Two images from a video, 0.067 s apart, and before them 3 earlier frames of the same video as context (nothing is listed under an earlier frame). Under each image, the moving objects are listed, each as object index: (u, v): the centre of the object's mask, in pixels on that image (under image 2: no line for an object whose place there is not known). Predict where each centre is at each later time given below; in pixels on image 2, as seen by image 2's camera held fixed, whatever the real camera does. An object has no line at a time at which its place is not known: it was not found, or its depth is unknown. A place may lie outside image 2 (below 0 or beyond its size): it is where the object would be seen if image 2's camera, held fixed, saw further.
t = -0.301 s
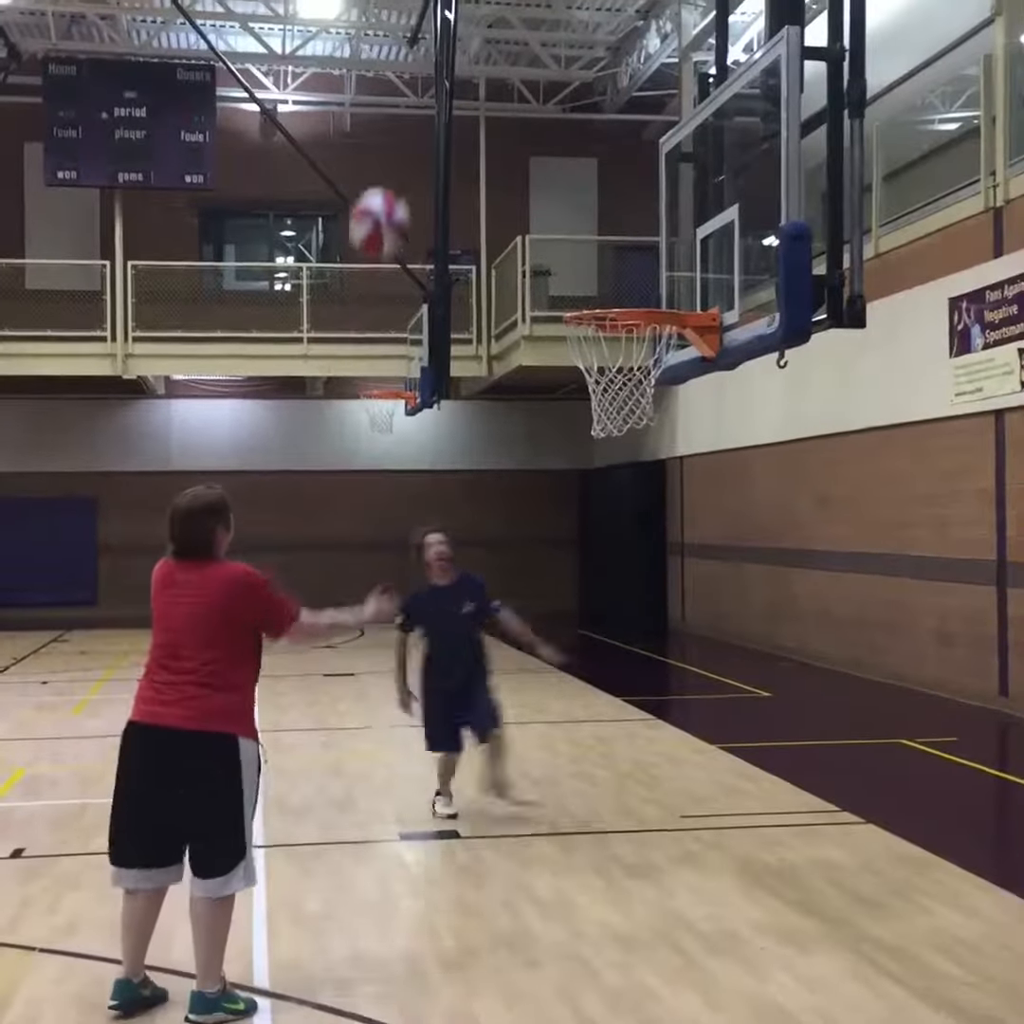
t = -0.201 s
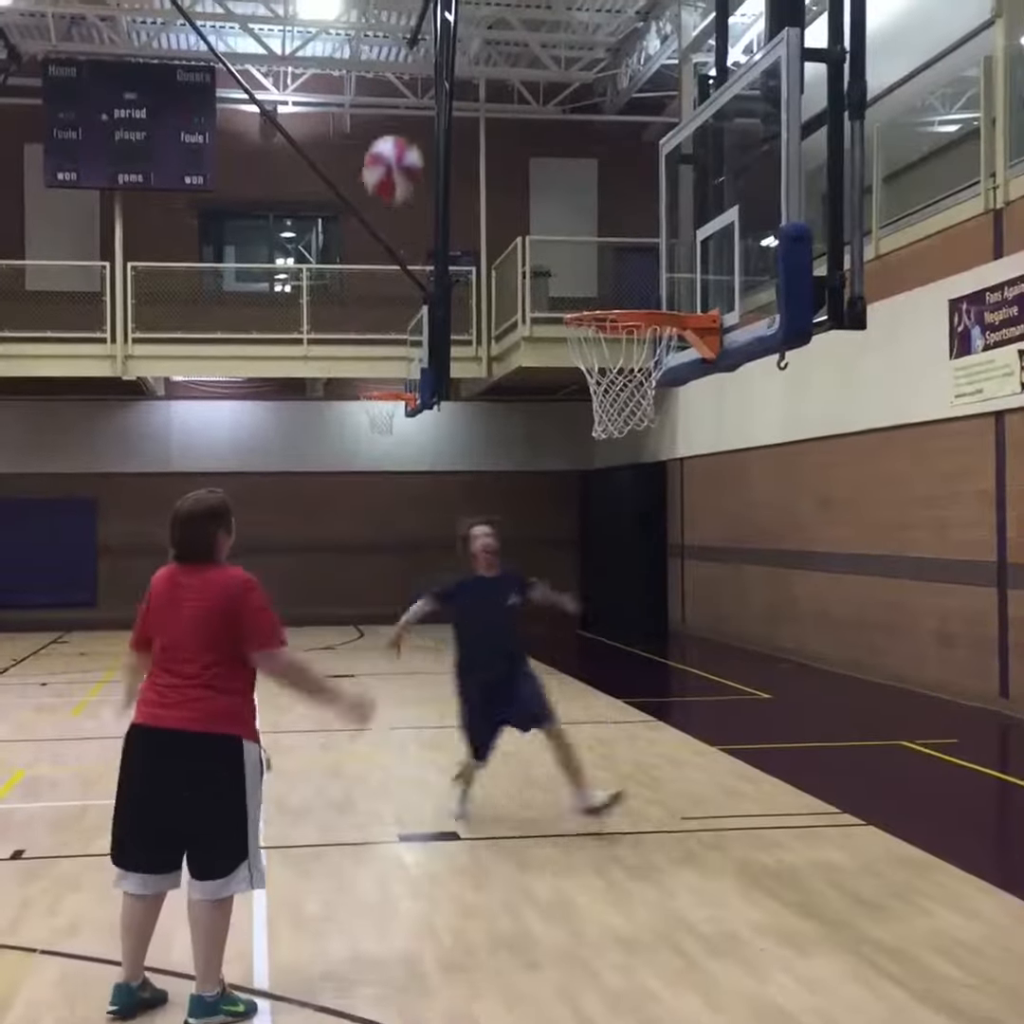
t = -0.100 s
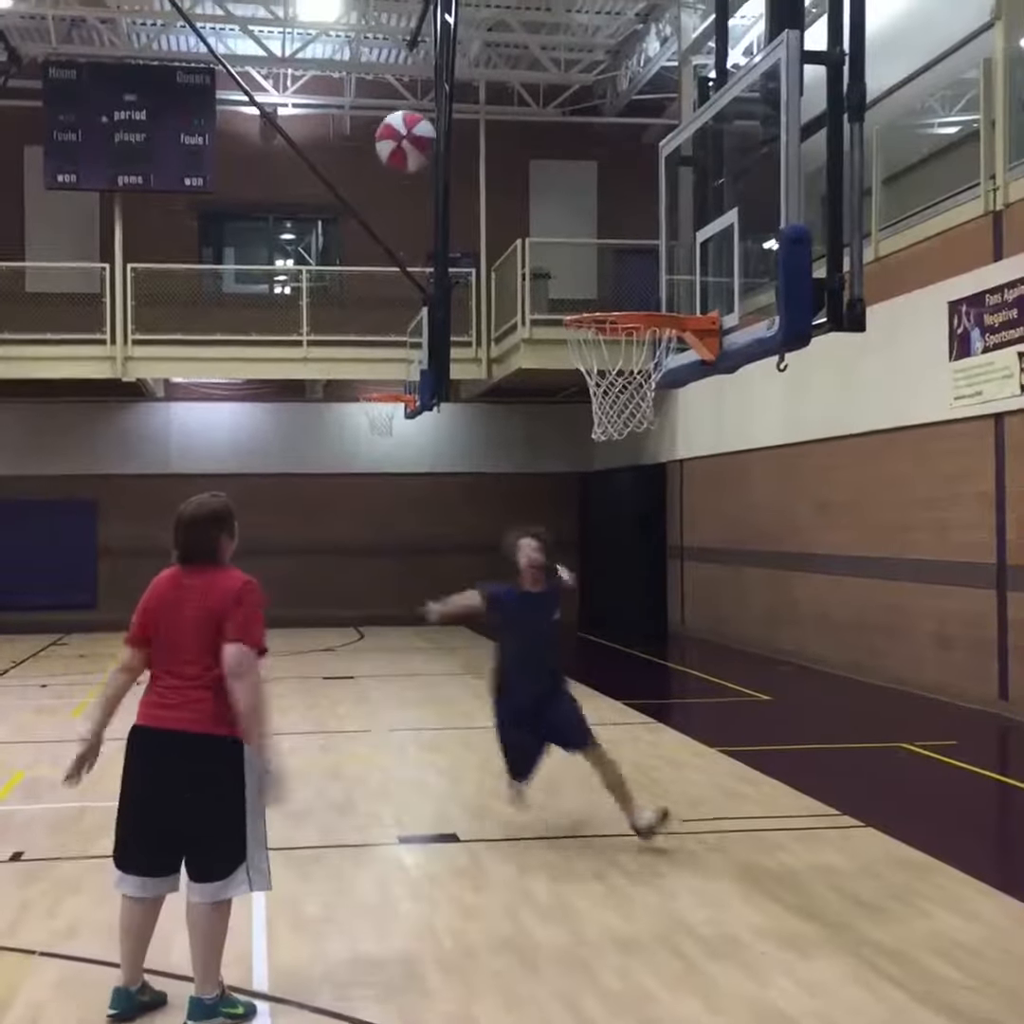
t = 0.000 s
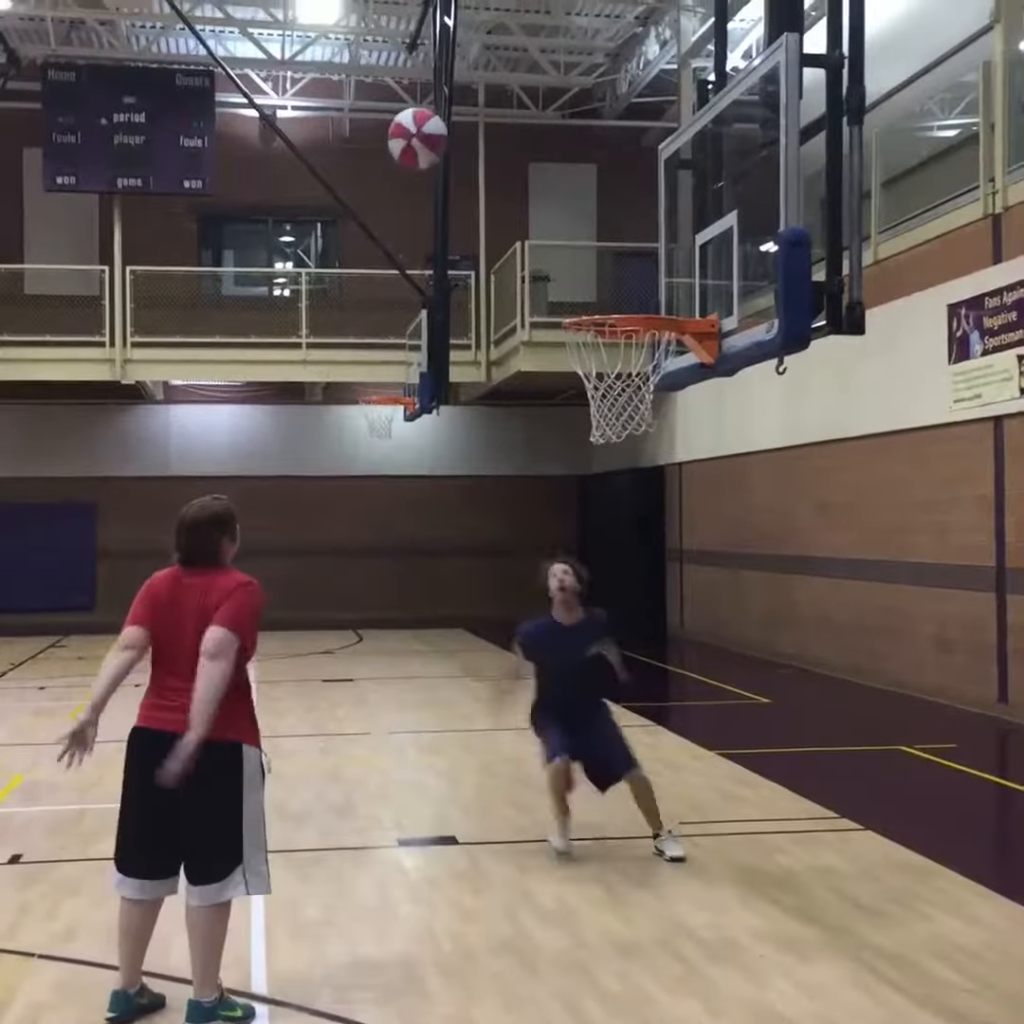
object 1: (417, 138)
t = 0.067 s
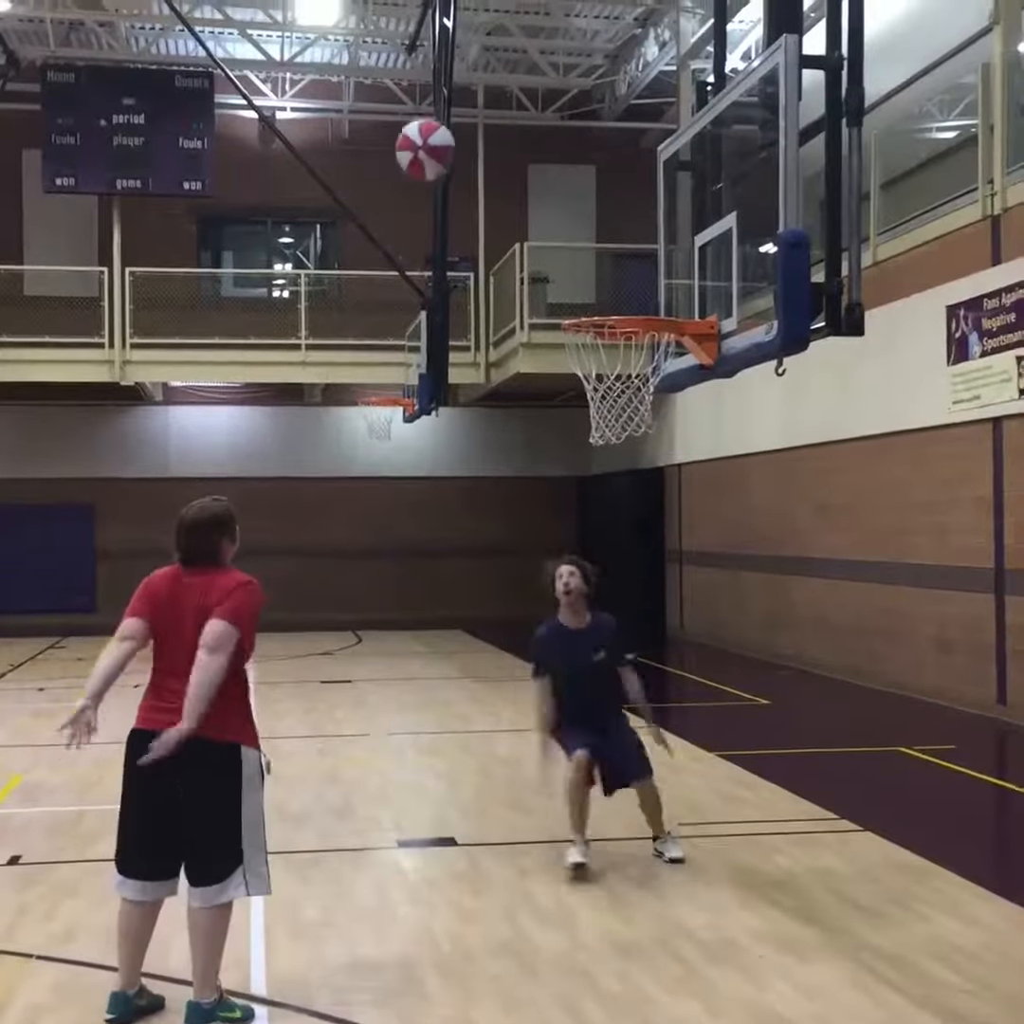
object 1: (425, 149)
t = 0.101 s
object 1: (428, 157)
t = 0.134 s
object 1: (432, 168)
